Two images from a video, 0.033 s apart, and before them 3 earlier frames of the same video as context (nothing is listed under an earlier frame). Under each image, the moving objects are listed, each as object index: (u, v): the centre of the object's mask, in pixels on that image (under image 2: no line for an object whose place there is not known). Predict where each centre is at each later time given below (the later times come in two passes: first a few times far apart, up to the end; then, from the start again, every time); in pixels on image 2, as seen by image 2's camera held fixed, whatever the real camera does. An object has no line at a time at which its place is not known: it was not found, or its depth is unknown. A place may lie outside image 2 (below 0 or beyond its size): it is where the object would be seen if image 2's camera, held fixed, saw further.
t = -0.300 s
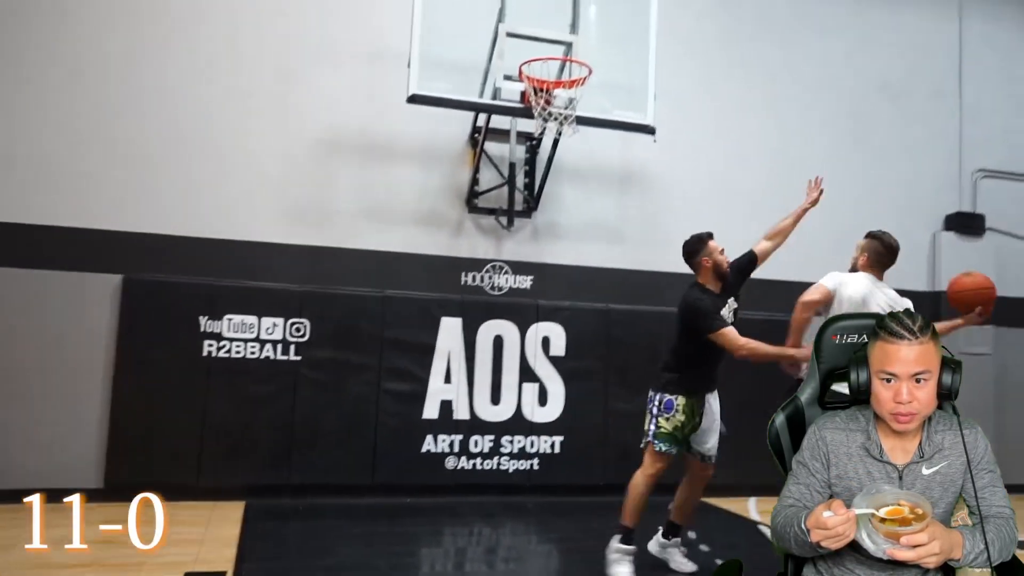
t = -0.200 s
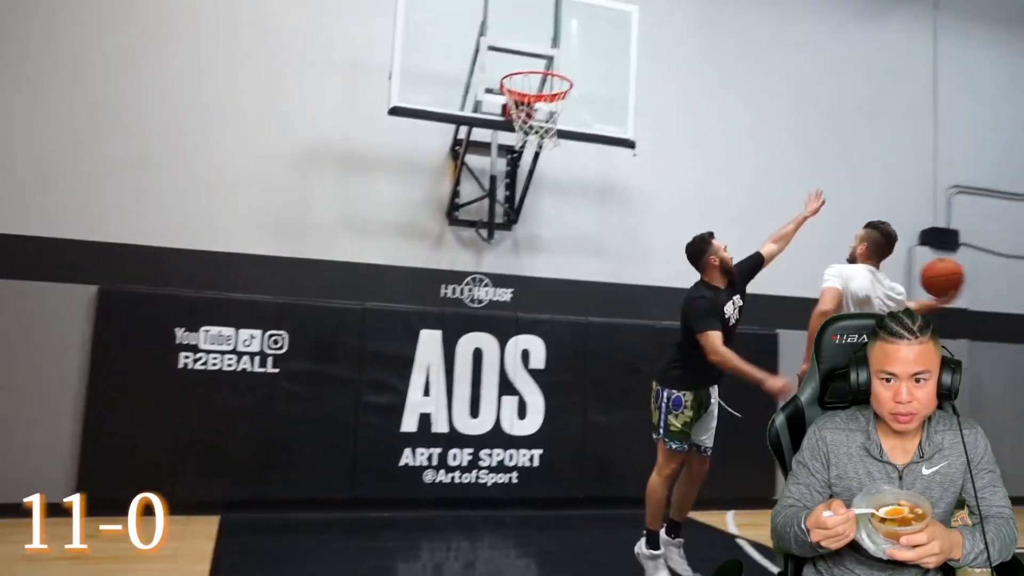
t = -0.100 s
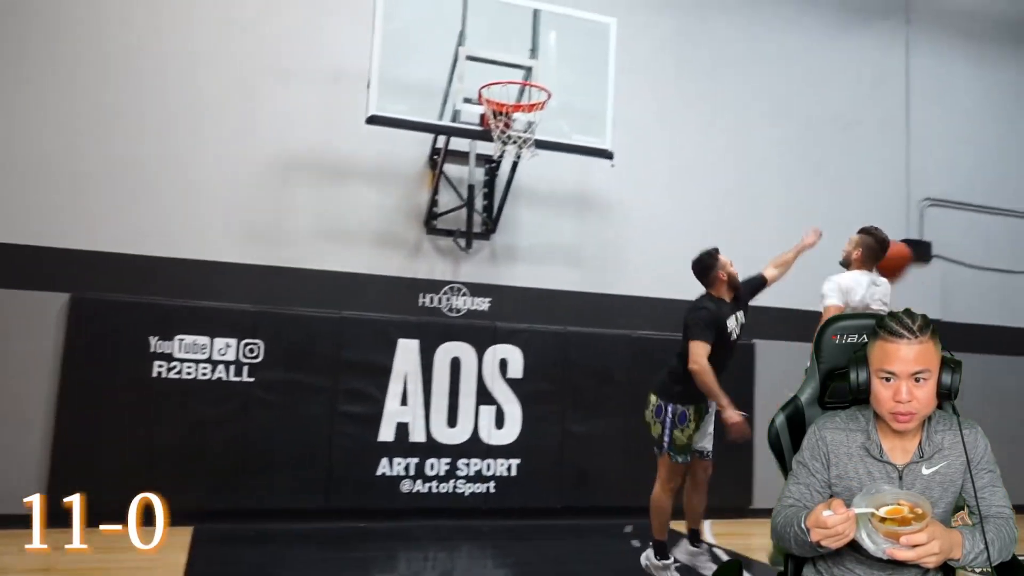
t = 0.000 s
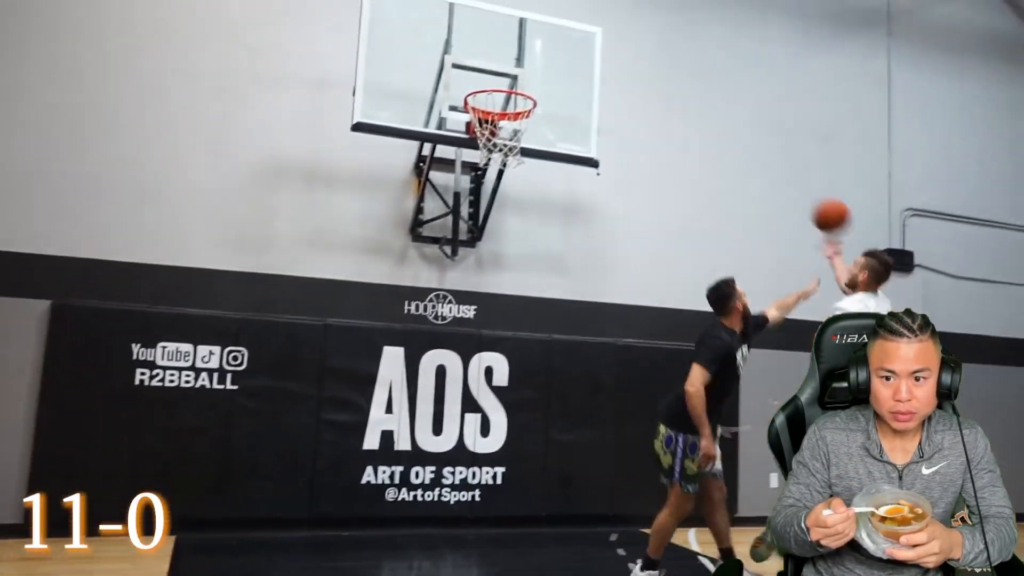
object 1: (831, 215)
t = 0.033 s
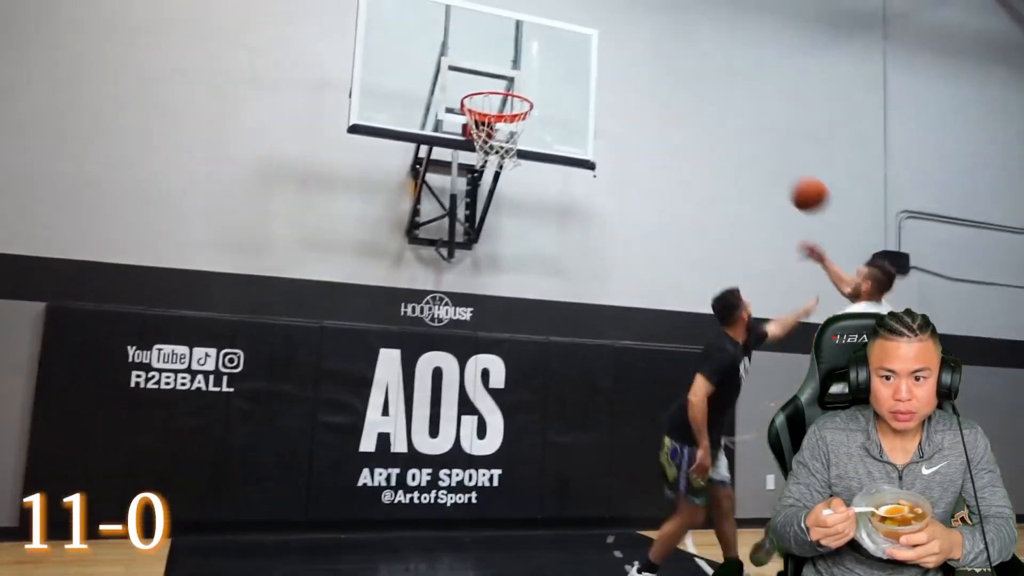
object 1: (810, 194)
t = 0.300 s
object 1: (672, 70)
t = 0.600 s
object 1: (522, 46)
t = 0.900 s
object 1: (435, 87)
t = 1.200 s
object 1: (358, 247)
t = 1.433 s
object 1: (269, 526)
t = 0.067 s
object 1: (791, 173)
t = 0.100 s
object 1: (774, 153)
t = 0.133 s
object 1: (756, 135)
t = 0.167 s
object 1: (739, 119)
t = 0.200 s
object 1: (722, 105)
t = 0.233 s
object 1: (705, 91)
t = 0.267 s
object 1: (689, 80)
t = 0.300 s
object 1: (672, 70)
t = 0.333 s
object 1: (655, 61)
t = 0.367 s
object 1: (638, 54)
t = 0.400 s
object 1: (621, 49)
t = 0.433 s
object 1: (605, 44)
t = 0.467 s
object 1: (589, 42)
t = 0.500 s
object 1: (572, 41)
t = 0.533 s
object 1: (556, 41)
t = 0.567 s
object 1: (539, 42)
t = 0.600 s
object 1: (522, 46)
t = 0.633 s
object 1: (506, 50)
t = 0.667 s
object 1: (489, 56)
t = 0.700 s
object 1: (473, 63)
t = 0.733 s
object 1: (466, 64)
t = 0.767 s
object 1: (461, 65)
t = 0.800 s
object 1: (455, 68)
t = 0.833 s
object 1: (449, 73)
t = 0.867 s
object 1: (442, 79)
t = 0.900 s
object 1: (435, 87)
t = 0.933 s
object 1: (428, 96)
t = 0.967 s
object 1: (420, 108)
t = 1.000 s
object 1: (412, 121)
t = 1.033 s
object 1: (405, 136)
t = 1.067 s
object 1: (397, 153)
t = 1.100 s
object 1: (388, 174)
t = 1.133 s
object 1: (378, 196)
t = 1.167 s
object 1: (369, 220)
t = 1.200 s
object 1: (358, 247)
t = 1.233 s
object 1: (347, 279)
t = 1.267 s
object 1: (336, 310)
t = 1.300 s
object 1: (323, 347)
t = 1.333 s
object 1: (312, 386)
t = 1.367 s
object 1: (298, 429)
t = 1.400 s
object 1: (284, 476)
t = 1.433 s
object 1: (269, 526)
